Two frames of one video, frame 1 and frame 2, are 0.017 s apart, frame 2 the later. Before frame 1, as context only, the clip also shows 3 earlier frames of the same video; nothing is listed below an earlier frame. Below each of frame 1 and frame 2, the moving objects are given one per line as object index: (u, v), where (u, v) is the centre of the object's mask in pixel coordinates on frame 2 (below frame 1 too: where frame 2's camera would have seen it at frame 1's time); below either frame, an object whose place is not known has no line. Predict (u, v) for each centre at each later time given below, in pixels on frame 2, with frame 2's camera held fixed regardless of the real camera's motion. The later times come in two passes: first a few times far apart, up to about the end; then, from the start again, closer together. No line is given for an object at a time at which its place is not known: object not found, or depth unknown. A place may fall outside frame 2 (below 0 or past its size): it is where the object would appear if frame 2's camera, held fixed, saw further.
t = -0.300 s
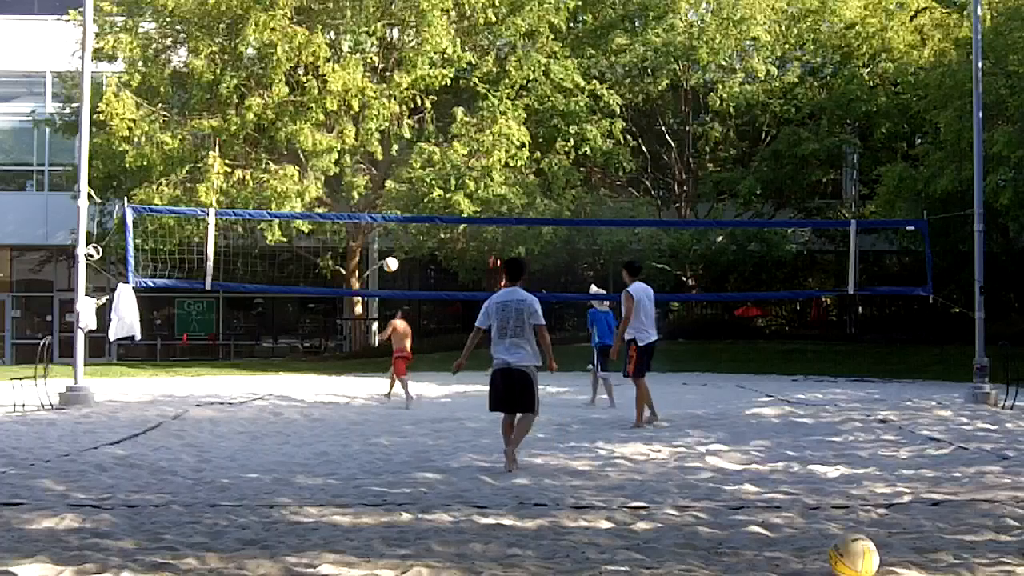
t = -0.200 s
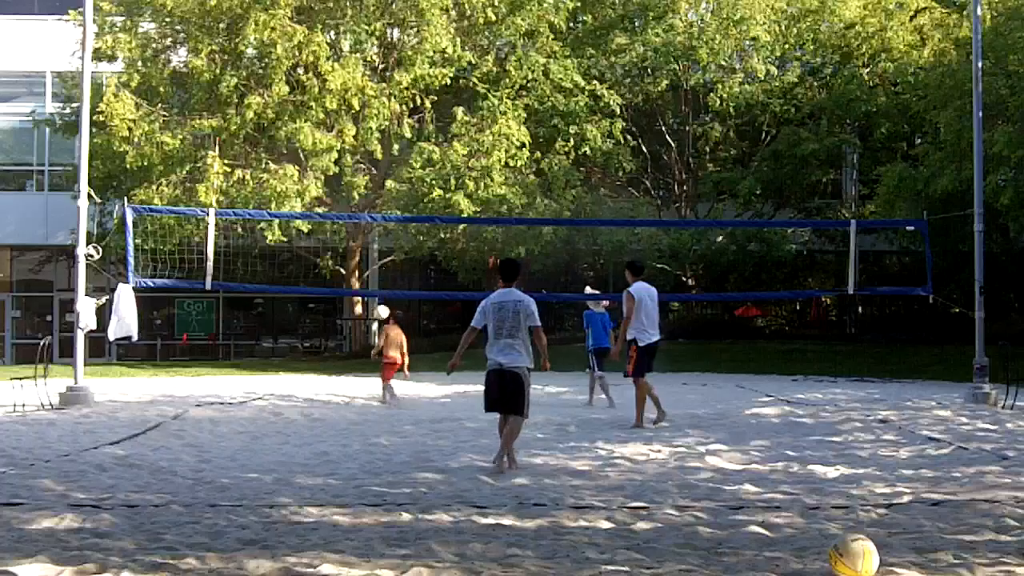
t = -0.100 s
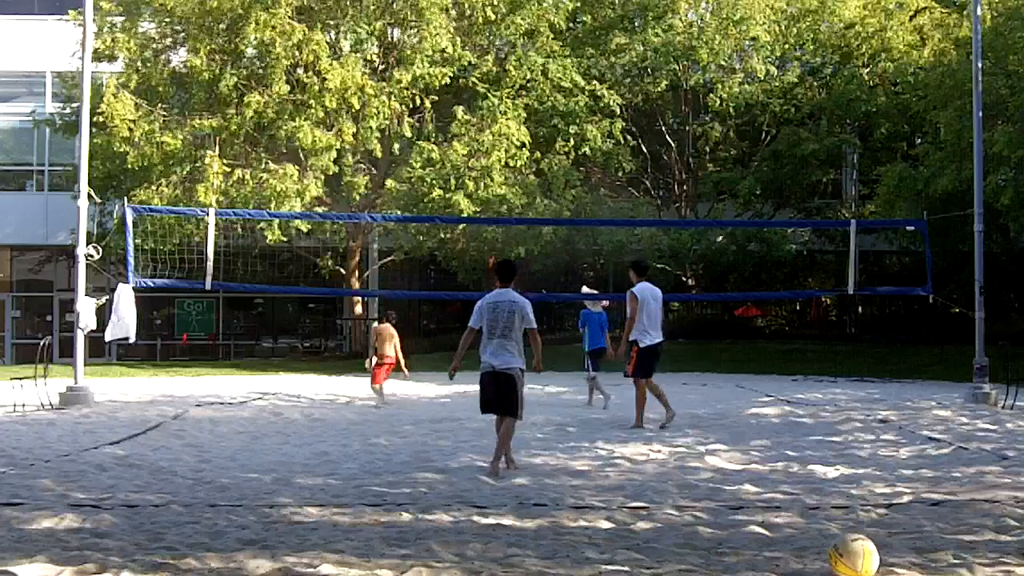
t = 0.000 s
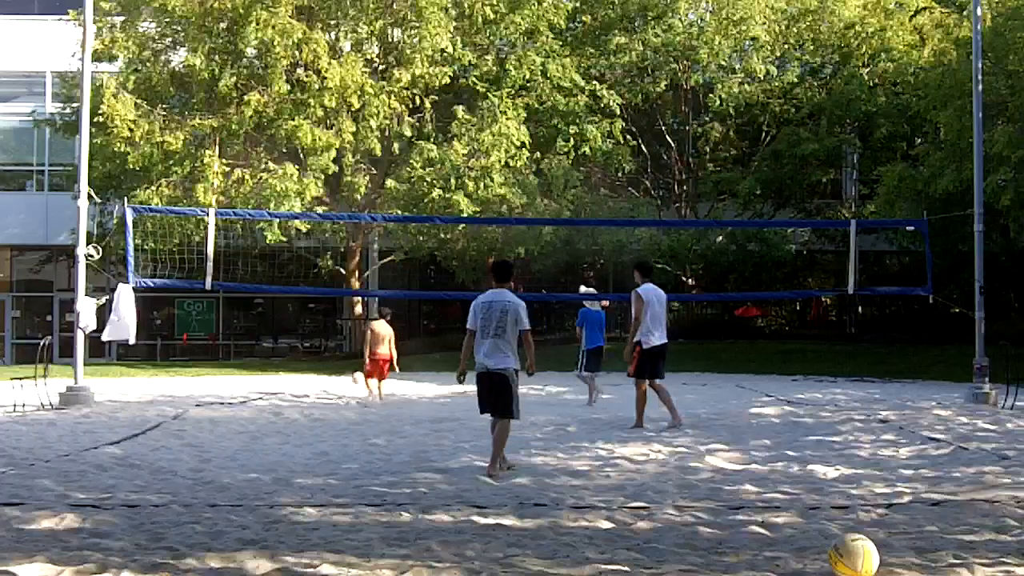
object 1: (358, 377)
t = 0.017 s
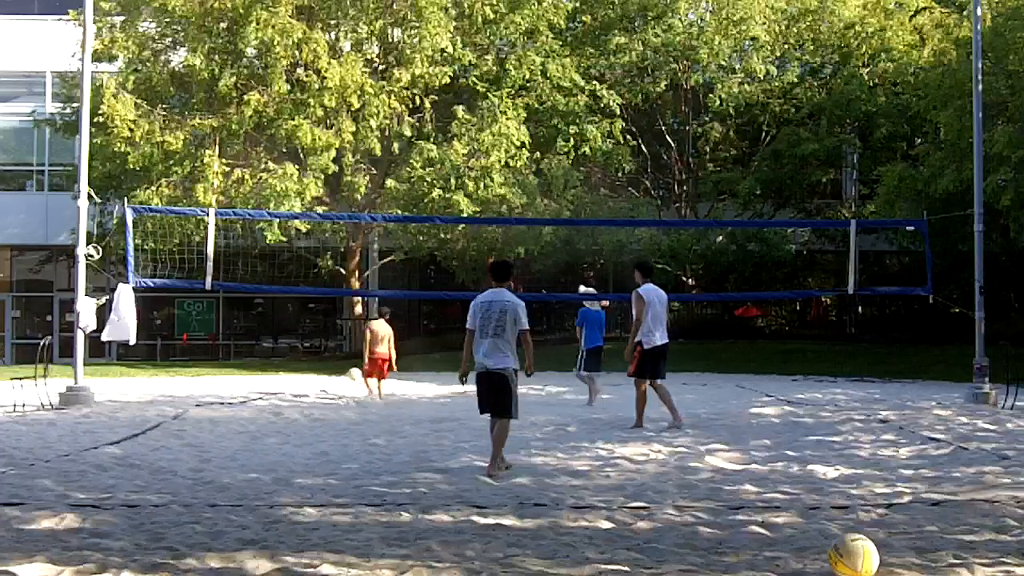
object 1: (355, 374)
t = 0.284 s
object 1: (295, 330)
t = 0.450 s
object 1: (259, 325)
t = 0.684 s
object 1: (206, 344)
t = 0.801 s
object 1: (180, 365)
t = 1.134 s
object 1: (110, 377)
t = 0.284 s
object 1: (295, 330)
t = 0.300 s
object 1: (292, 329)
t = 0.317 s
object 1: (288, 328)
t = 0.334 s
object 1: (284, 327)
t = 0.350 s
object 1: (281, 326)
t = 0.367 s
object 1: (277, 326)
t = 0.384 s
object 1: (274, 325)
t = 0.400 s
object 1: (270, 325)
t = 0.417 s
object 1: (266, 325)
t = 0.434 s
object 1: (262, 325)
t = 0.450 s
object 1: (259, 325)
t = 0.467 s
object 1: (255, 325)
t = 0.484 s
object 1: (251, 325)
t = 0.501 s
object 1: (247, 326)
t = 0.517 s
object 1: (244, 327)
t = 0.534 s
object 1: (240, 328)
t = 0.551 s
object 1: (236, 329)
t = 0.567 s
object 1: (232, 330)
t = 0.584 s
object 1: (229, 332)
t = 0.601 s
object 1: (225, 334)
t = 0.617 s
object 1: (222, 335)
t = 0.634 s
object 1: (218, 337)
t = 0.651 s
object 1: (214, 339)
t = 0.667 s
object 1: (210, 341)
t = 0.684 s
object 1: (206, 344)
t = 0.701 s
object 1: (202, 346)
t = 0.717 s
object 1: (198, 349)
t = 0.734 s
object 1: (195, 352)
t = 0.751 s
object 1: (191, 355)
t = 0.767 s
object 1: (187, 358)
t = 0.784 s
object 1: (183, 362)
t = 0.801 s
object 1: (180, 365)
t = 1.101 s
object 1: (119, 376)
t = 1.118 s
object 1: (115, 377)
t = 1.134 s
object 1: (110, 377)
